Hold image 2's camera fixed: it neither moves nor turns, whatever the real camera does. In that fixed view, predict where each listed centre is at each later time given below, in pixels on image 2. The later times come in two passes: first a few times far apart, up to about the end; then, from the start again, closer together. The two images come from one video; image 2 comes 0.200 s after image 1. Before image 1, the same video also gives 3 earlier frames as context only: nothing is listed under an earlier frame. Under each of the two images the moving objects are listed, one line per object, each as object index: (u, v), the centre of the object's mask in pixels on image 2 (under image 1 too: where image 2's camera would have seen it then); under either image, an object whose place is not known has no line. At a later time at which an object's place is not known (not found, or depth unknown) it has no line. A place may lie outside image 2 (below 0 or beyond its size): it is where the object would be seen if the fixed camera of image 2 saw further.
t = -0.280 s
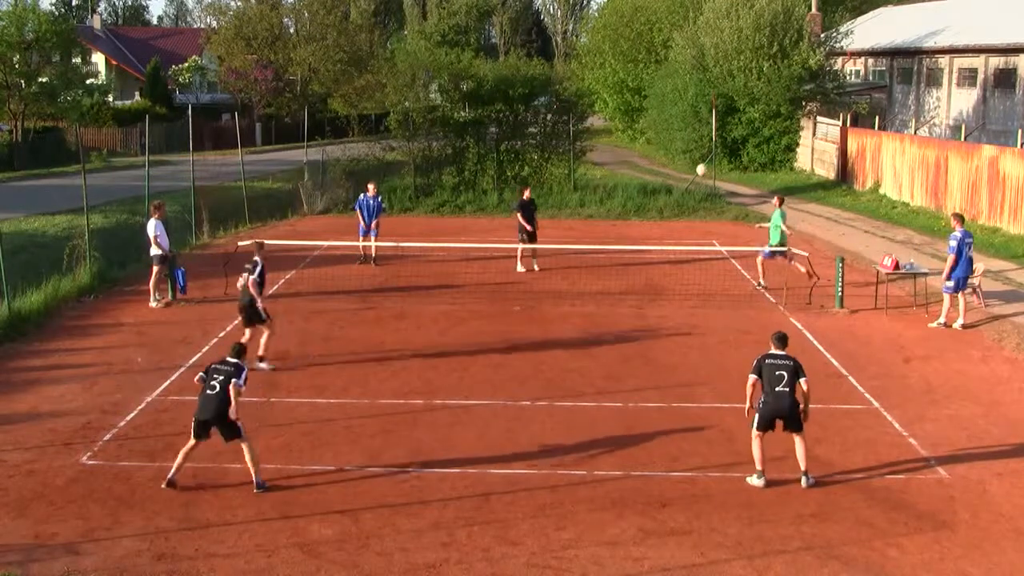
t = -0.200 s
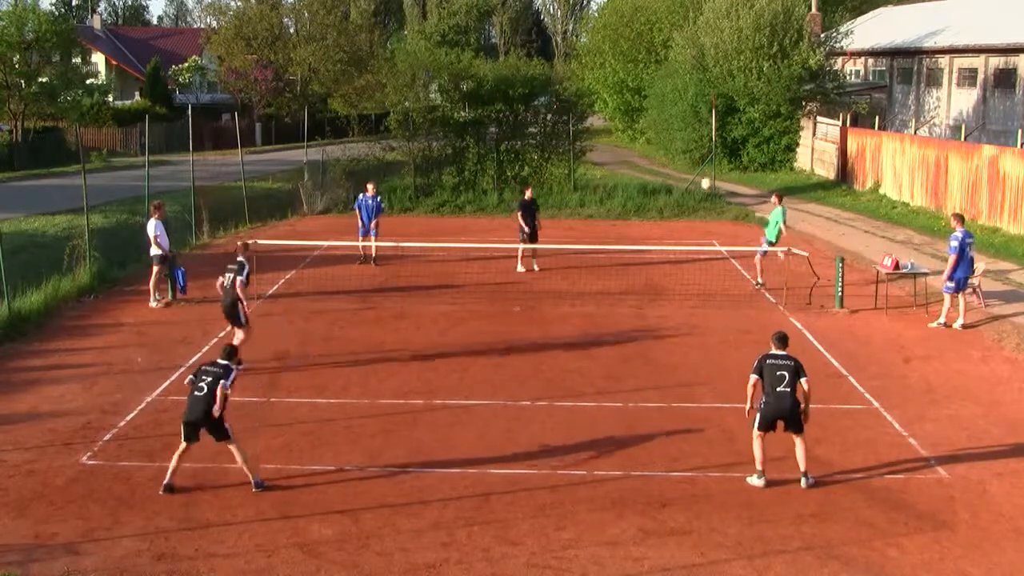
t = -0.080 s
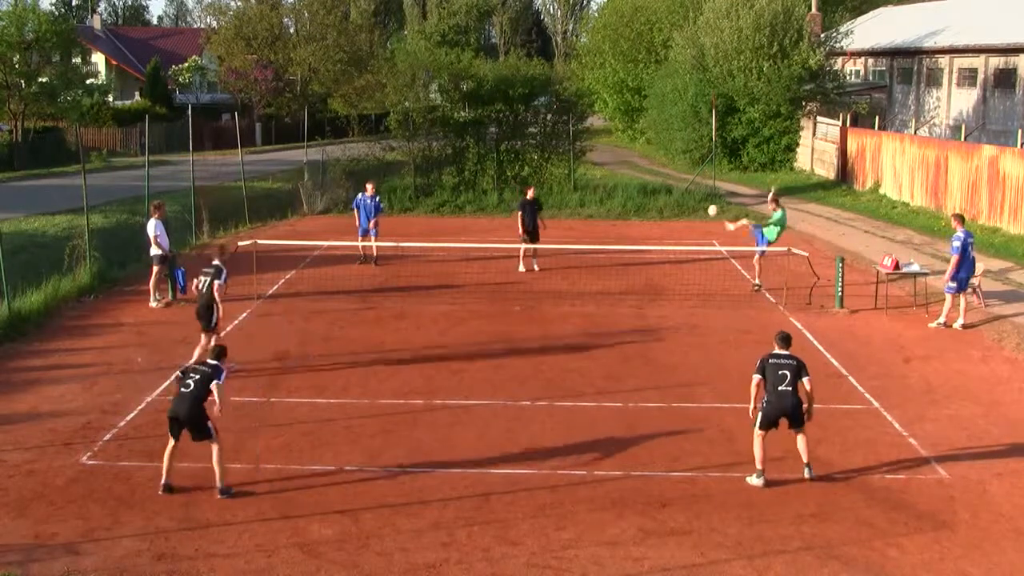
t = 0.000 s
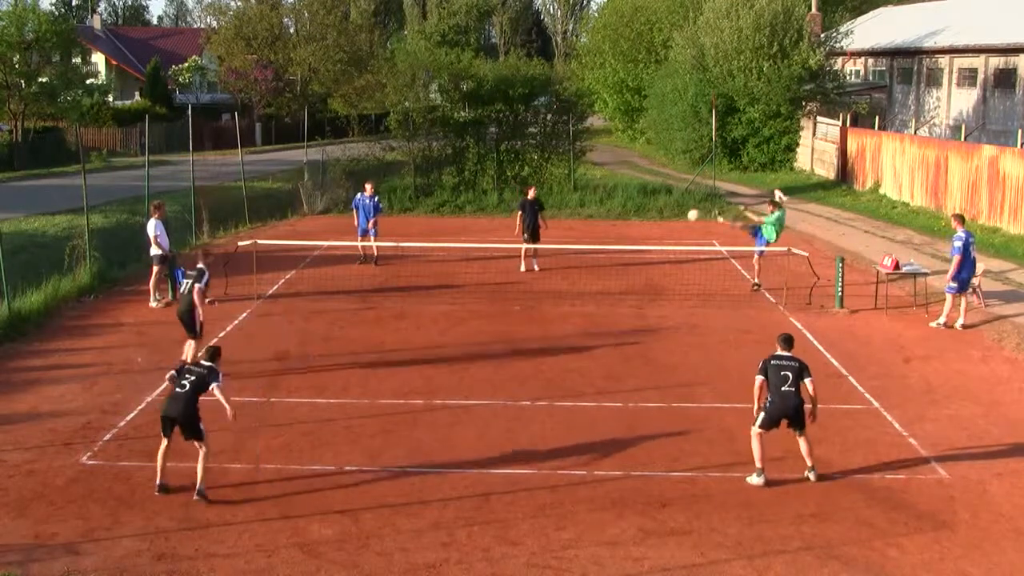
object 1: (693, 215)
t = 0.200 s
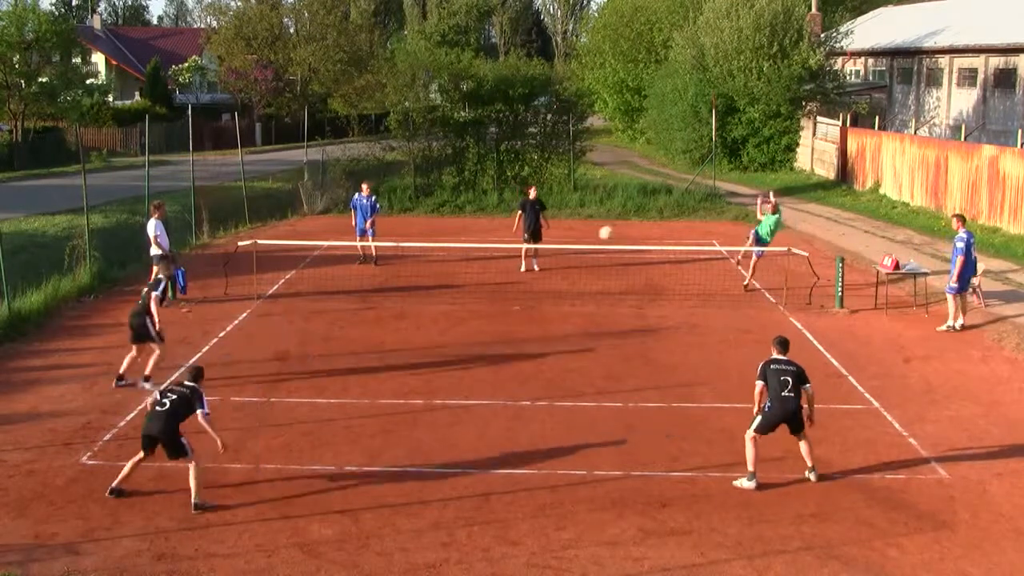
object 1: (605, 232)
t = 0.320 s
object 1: (543, 264)
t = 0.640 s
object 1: (350, 386)
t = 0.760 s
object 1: (280, 376)
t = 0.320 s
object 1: (543, 264)
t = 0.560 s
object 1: (395, 386)
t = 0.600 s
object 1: (372, 393)
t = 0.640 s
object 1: (350, 386)
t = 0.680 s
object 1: (328, 381)
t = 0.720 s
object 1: (306, 378)
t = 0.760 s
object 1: (280, 376)
